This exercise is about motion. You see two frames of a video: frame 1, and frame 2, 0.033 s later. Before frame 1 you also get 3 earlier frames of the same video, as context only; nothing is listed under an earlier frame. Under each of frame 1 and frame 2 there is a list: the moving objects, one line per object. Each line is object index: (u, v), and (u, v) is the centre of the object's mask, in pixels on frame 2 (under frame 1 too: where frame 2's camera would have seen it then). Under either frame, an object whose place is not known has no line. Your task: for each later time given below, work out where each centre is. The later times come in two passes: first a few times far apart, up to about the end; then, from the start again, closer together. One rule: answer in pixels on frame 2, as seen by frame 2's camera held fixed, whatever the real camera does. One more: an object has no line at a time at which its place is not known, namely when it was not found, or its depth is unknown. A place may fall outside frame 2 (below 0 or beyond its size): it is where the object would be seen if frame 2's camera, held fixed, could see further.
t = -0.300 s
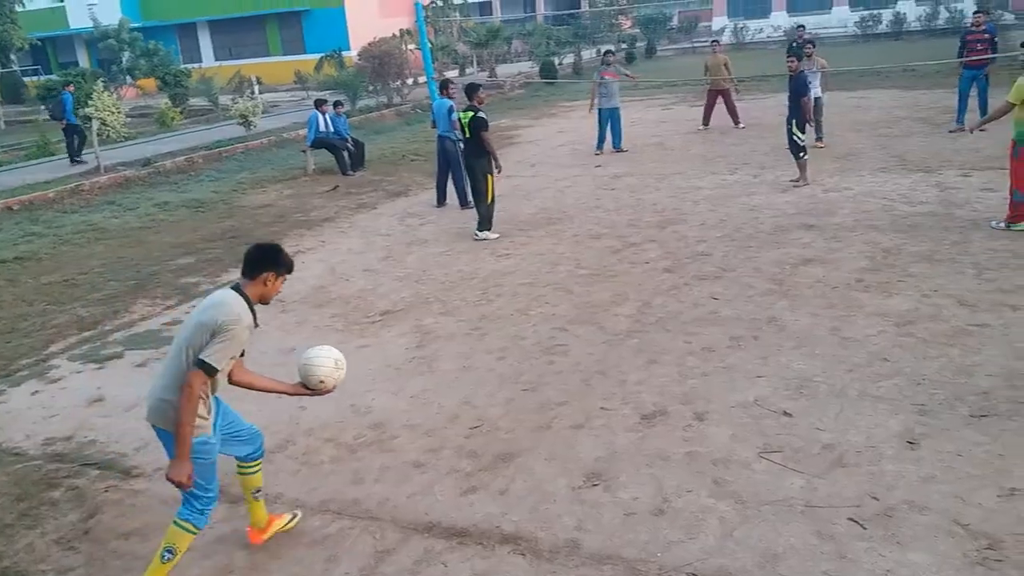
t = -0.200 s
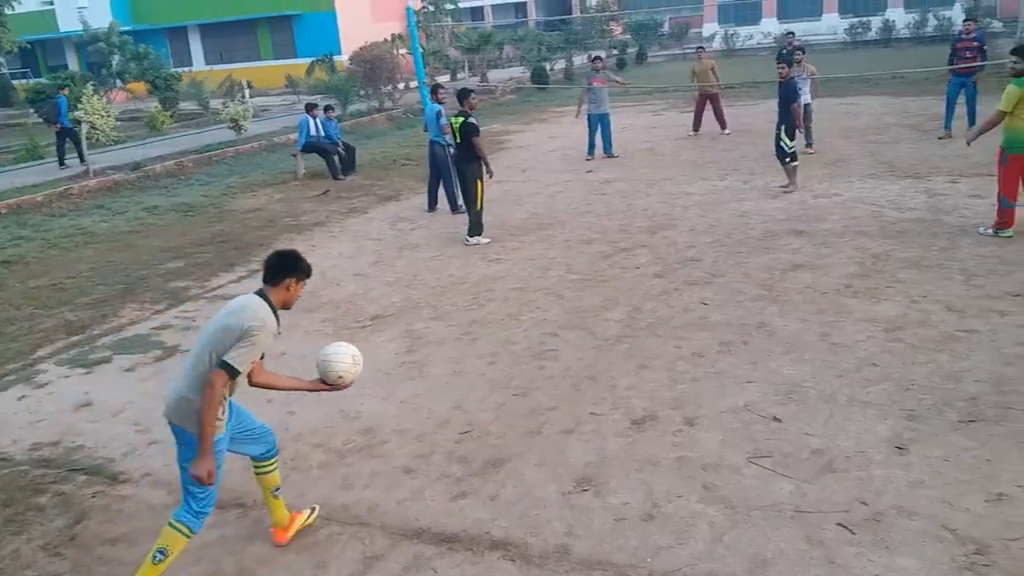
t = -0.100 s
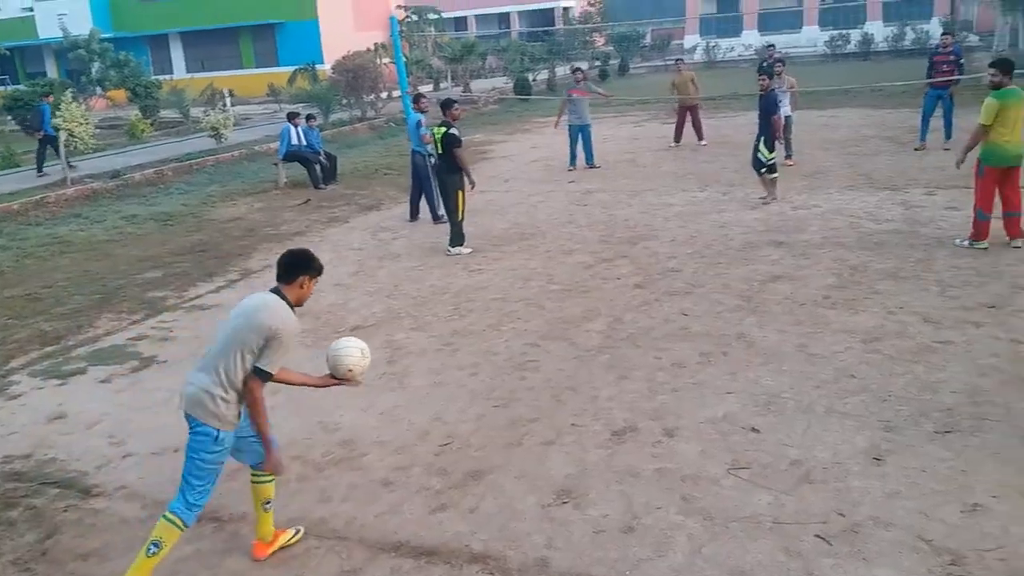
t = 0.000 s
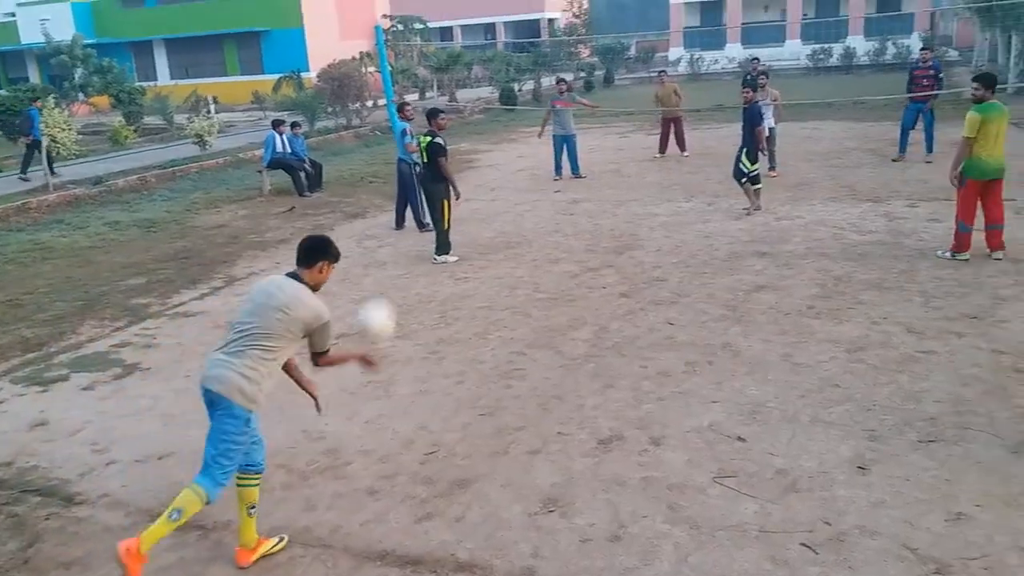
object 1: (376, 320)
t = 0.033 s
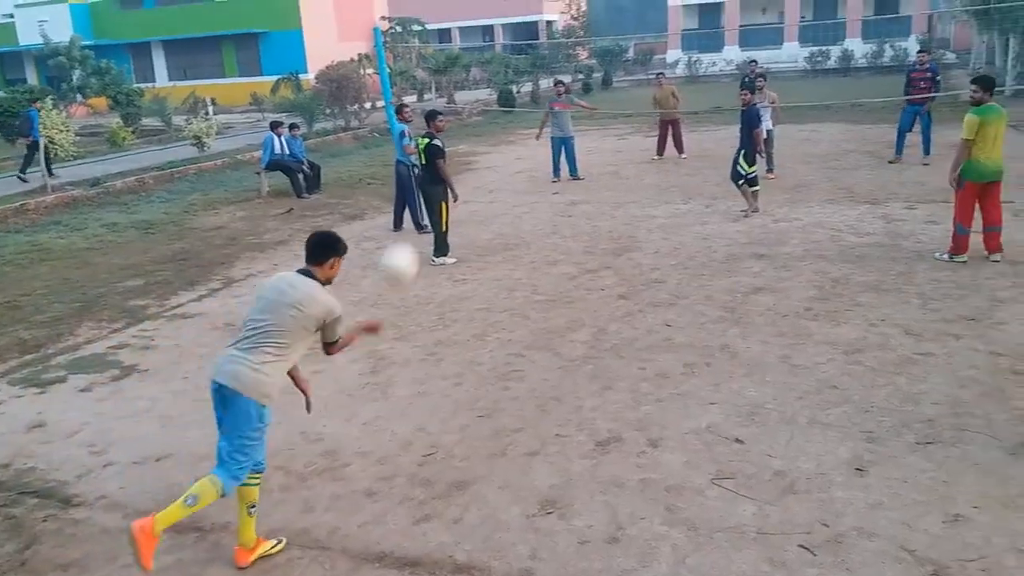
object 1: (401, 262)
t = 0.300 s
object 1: (532, -17)
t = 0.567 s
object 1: (600, -94)
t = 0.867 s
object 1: (639, -75)
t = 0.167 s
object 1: (479, 87)
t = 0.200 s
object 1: (494, 57)
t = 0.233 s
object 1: (509, 29)
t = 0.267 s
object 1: (520, 3)
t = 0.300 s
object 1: (532, -17)
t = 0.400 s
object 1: (563, -63)
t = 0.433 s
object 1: (572, -73)
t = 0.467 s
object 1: (583, -82)
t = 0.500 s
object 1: (589, -88)
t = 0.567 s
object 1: (600, -94)
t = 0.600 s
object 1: (605, -96)
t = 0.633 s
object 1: (609, -95)
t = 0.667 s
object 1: (613, -94)
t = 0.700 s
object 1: (618, -92)
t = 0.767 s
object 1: (626, -88)
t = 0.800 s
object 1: (631, -84)
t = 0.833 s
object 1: (635, -80)
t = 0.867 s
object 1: (639, -75)
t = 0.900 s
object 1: (643, -69)
